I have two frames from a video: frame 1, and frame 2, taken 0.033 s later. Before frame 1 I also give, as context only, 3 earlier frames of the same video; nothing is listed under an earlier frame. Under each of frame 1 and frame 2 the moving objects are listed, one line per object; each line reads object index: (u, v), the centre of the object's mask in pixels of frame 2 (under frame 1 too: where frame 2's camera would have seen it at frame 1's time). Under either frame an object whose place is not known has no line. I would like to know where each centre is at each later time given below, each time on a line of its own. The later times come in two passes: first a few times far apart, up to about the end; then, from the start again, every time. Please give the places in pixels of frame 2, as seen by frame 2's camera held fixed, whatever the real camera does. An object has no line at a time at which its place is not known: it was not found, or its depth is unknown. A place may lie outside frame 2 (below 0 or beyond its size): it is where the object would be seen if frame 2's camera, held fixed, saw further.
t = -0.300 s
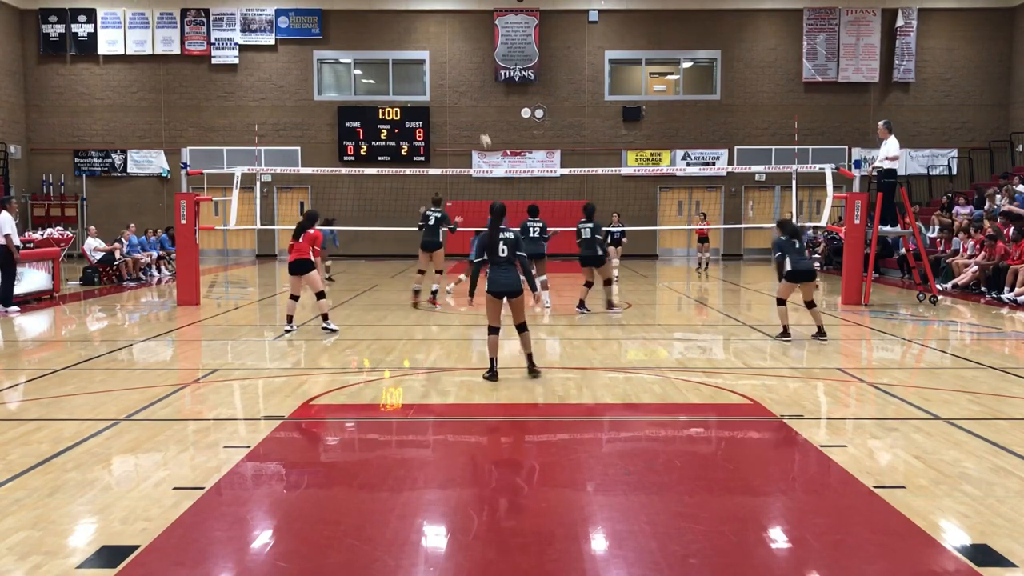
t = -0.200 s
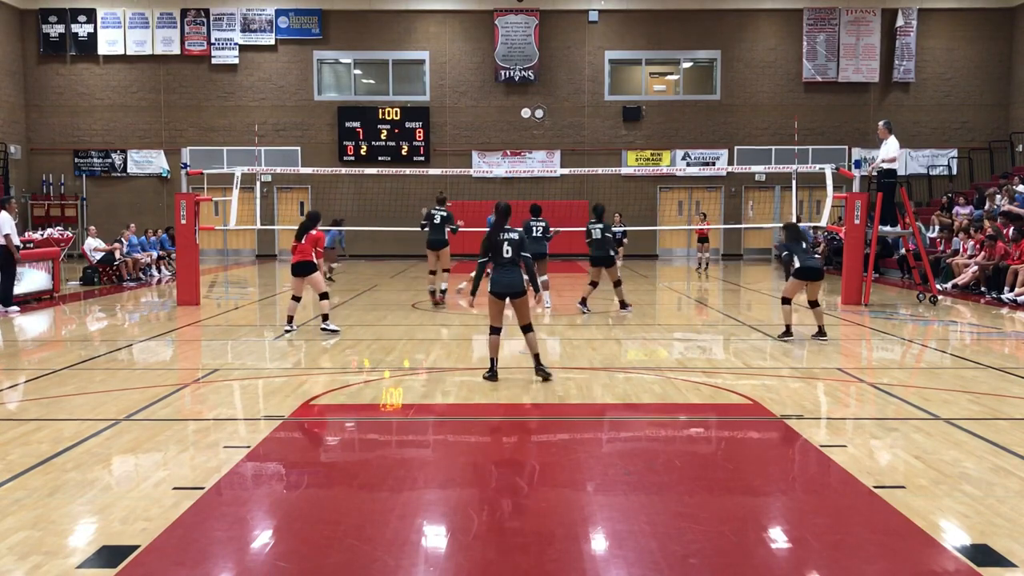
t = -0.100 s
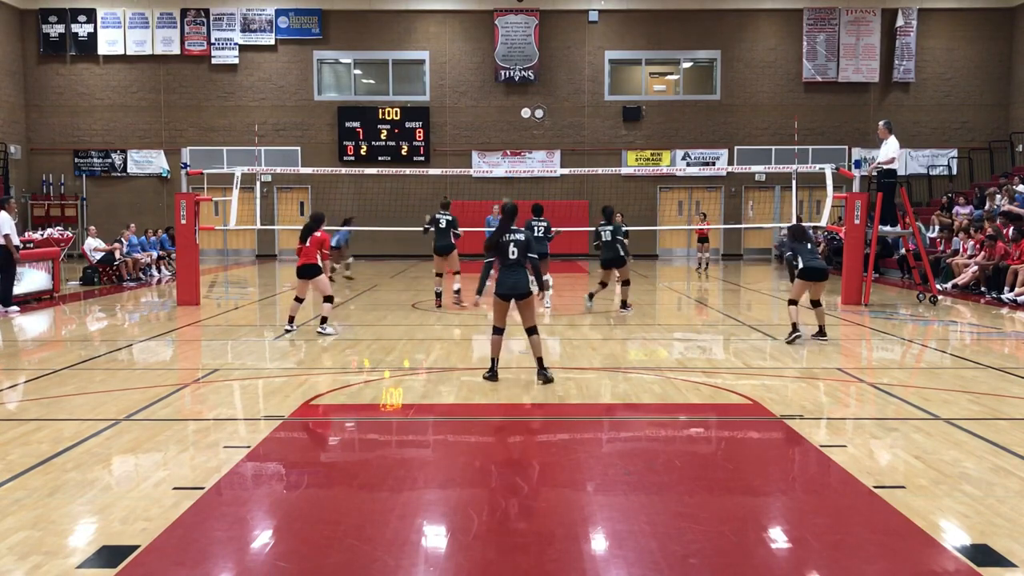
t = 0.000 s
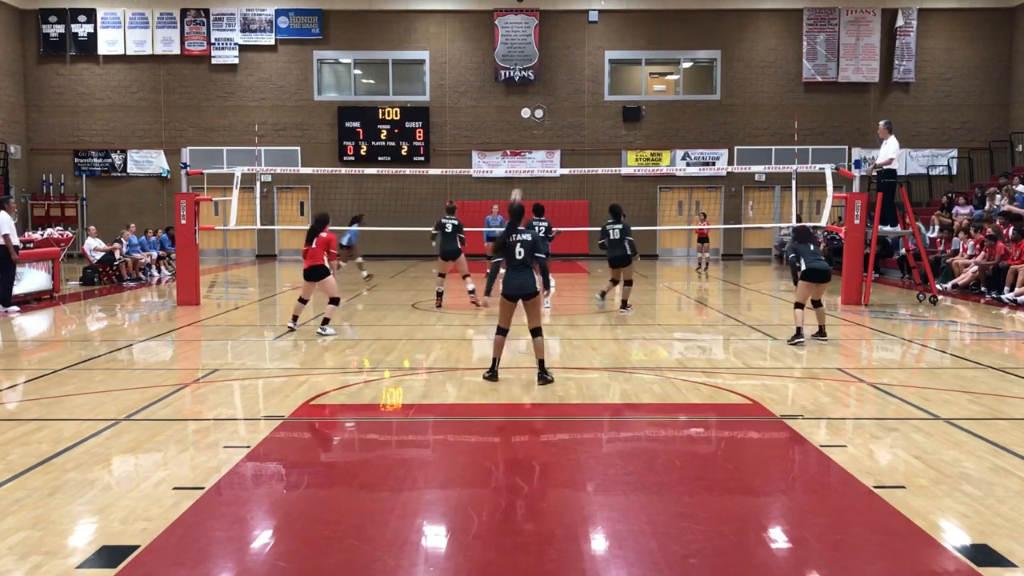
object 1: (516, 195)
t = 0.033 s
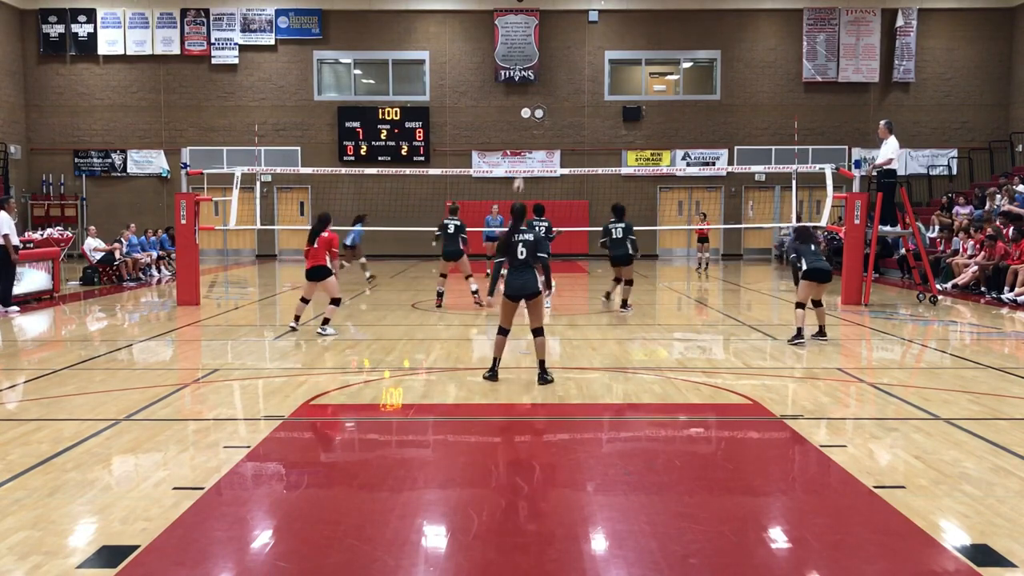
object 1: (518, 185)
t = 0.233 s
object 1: (534, 123)
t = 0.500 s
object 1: (555, 73)
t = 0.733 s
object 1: (574, 62)
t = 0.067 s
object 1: (522, 177)
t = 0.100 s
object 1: (525, 159)
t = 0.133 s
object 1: (527, 149)
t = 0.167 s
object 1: (529, 140)
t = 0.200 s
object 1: (532, 131)
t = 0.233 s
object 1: (534, 123)
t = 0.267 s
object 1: (537, 114)
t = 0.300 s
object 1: (540, 105)
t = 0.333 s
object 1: (543, 99)
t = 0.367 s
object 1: (544, 94)
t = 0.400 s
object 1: (548, 87)
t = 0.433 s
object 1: (550, 82)
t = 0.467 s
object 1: (553, 78)
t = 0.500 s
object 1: (555, 73)
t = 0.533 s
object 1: (558, 70)
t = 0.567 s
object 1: (561, 67)
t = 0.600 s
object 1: (563, 65)
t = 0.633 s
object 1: (566, 63)
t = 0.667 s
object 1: (568, 62)
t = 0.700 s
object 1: (571, 62)
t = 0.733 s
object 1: (574, 62)
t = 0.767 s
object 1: (576, 63)
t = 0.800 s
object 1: (579, 64)
